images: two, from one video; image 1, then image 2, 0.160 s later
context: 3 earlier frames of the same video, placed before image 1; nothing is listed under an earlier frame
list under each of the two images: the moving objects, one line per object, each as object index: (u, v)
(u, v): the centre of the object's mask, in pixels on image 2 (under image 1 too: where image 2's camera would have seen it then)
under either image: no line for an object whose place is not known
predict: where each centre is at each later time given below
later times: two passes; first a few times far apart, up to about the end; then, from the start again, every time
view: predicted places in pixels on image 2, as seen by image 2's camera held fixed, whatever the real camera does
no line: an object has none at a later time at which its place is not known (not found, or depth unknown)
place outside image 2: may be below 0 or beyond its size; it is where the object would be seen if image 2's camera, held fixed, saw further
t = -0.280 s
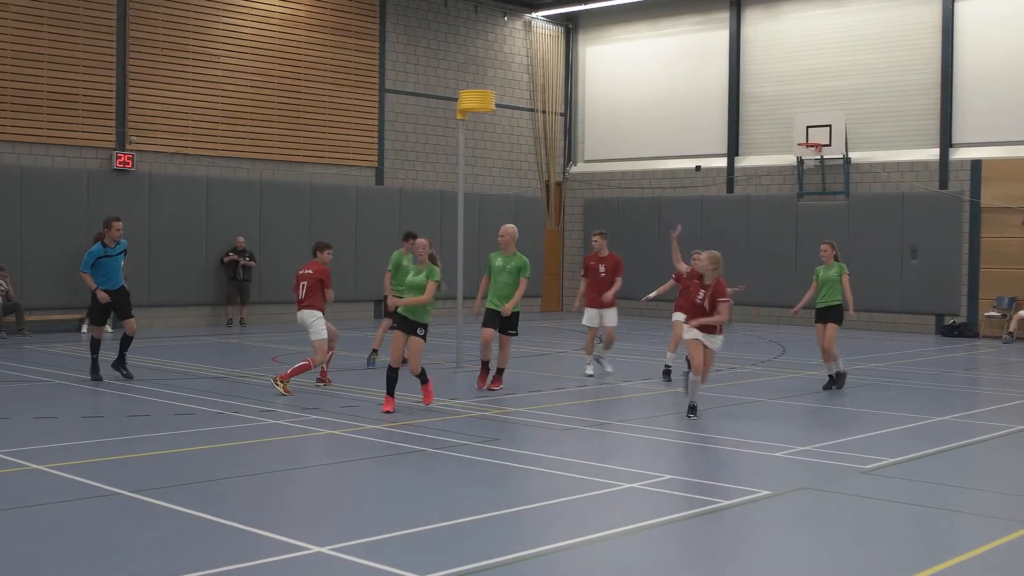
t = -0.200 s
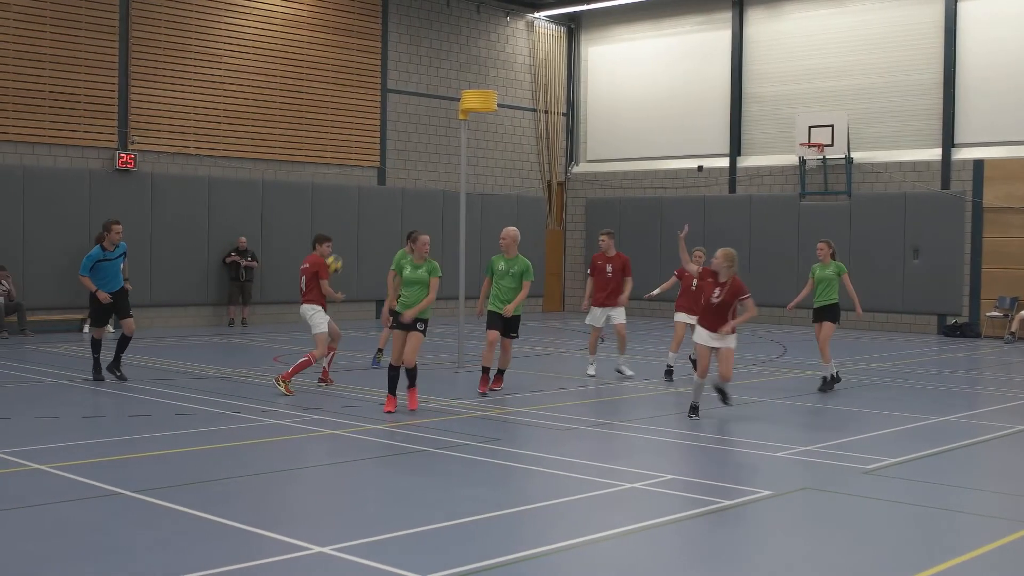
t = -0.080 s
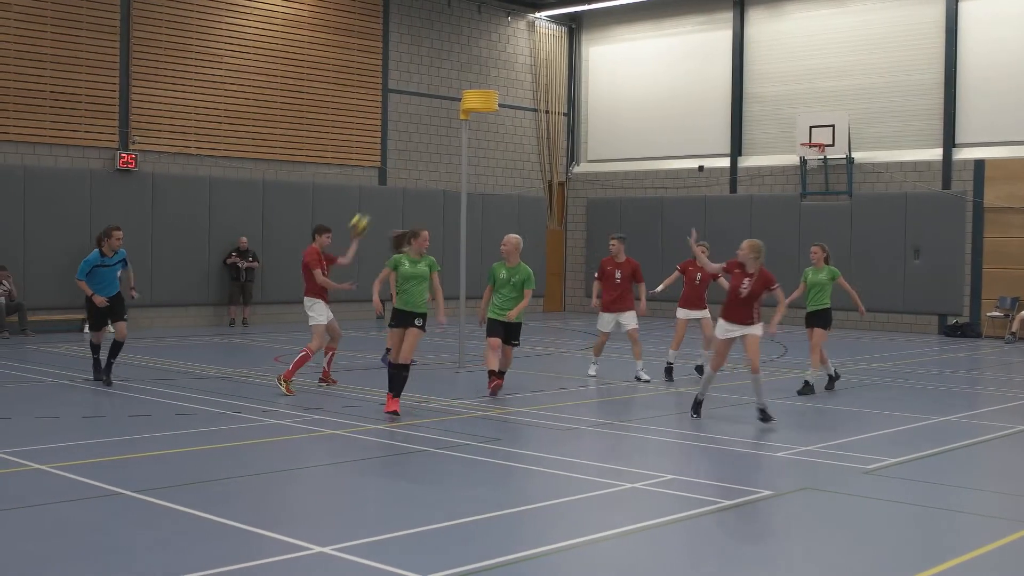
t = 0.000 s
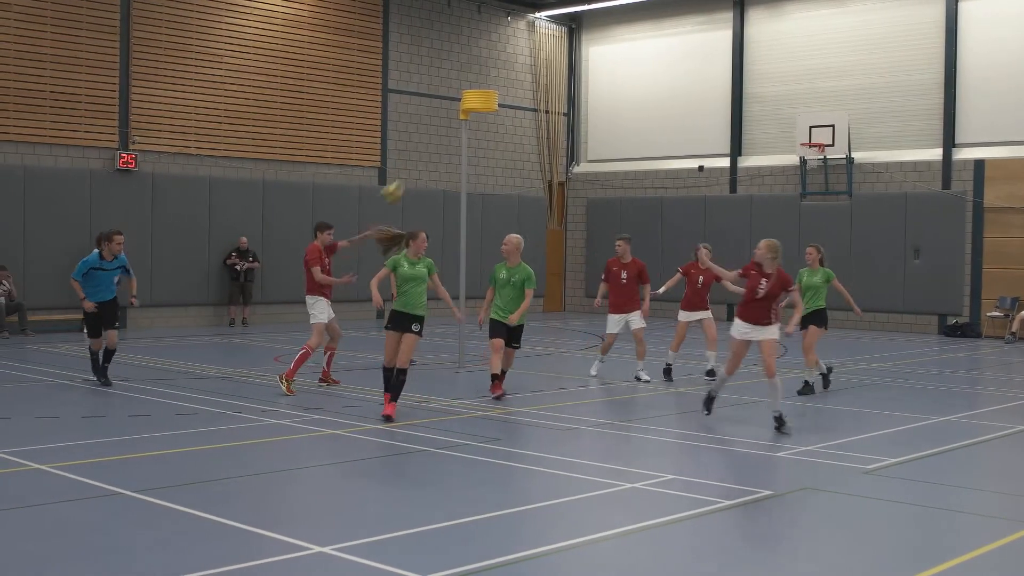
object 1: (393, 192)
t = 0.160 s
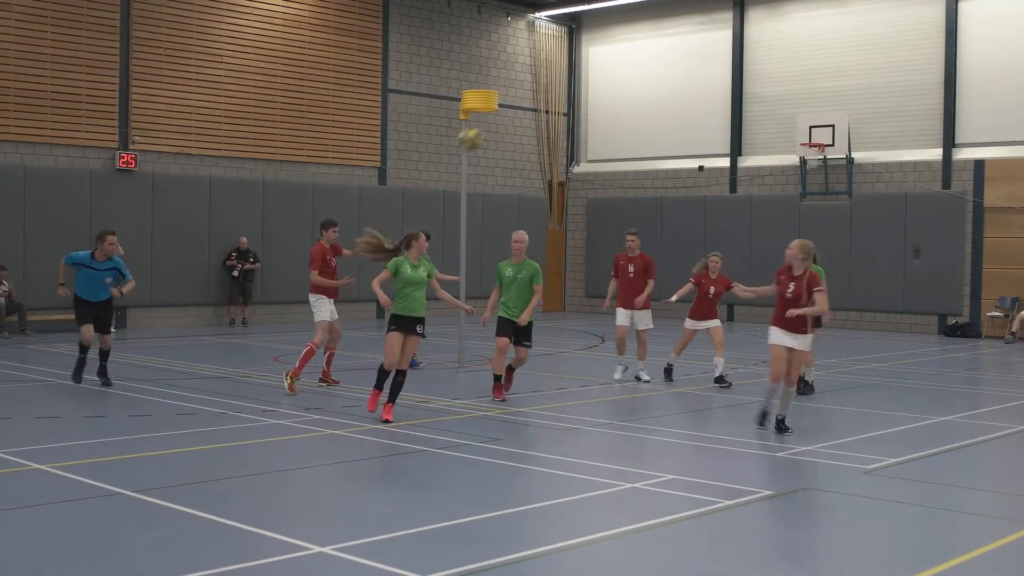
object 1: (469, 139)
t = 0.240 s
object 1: (514, 119)
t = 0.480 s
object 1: (664, 90)
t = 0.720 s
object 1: (852, 127)
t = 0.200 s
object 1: (491, 128)
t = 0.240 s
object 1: (514, 119)
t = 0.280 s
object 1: (535, 110)
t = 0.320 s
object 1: (560, 104)
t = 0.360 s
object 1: (584, 97)
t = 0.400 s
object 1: (609, 94)
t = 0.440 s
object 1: (636, 91)
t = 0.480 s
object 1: (664, 90)
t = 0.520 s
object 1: (692, 91)
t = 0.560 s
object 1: (721, 94)
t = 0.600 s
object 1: (751, 98)
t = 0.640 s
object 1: (783, 105)
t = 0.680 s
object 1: (817, 114)
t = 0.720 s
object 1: (852, 127)
